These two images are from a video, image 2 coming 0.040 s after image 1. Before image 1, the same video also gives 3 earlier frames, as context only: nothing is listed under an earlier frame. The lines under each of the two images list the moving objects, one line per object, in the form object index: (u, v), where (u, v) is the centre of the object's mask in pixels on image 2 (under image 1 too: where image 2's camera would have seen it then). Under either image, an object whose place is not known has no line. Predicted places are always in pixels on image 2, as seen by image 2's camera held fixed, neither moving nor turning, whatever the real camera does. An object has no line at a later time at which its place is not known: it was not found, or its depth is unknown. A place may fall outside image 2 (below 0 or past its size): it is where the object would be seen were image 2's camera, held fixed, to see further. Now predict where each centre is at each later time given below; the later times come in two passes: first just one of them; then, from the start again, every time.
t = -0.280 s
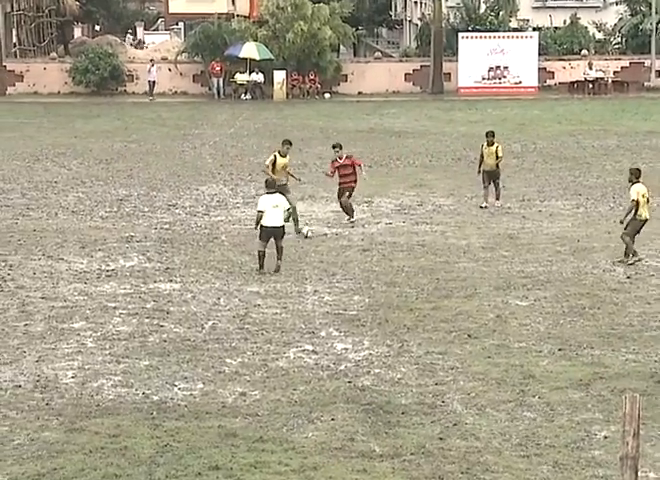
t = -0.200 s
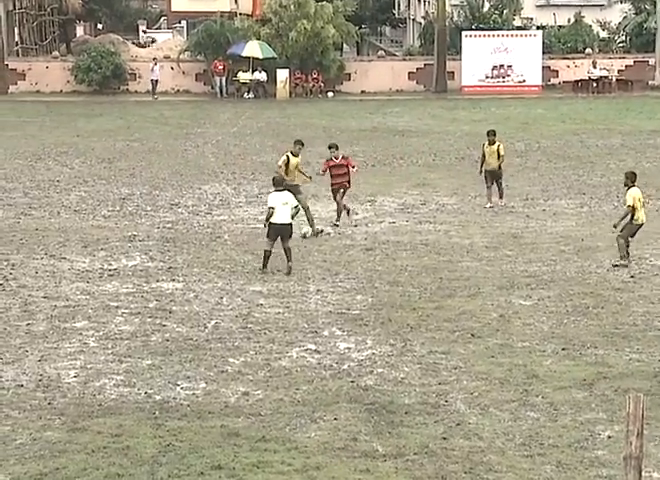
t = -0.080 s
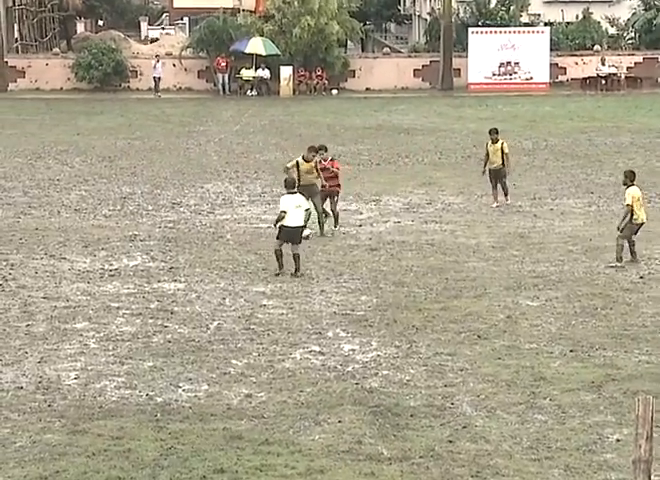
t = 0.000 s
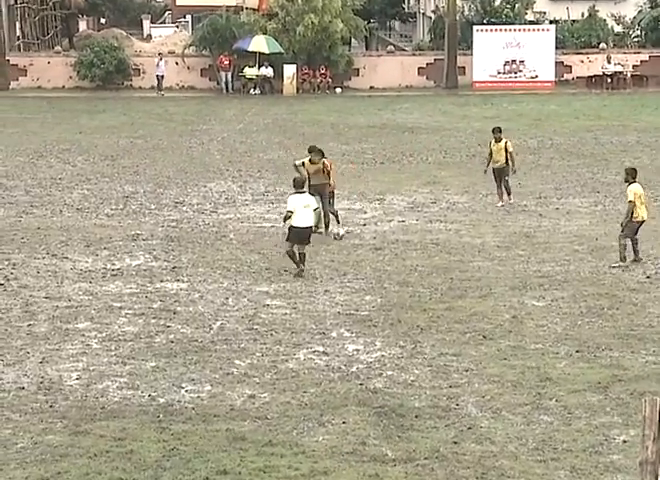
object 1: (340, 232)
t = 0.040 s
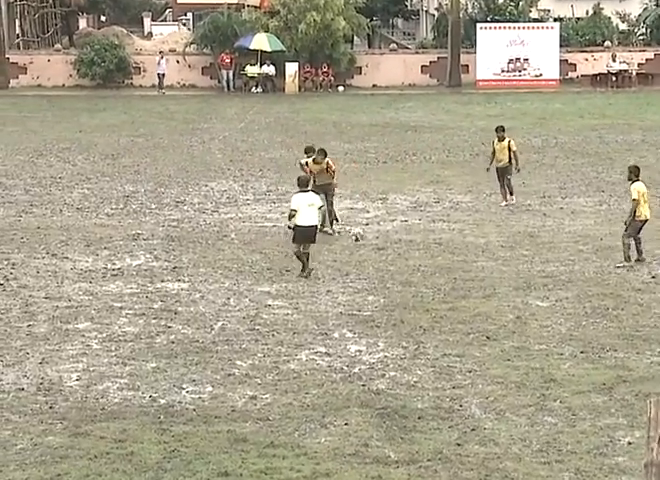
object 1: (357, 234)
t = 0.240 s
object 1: (447, 257)
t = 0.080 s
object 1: (373, 239)
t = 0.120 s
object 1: (390, 242)
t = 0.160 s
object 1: (409, 245)
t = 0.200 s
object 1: (428, 251)
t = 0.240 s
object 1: (447, 257)
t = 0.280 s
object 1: (467, 265)
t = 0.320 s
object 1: (488, 274)
